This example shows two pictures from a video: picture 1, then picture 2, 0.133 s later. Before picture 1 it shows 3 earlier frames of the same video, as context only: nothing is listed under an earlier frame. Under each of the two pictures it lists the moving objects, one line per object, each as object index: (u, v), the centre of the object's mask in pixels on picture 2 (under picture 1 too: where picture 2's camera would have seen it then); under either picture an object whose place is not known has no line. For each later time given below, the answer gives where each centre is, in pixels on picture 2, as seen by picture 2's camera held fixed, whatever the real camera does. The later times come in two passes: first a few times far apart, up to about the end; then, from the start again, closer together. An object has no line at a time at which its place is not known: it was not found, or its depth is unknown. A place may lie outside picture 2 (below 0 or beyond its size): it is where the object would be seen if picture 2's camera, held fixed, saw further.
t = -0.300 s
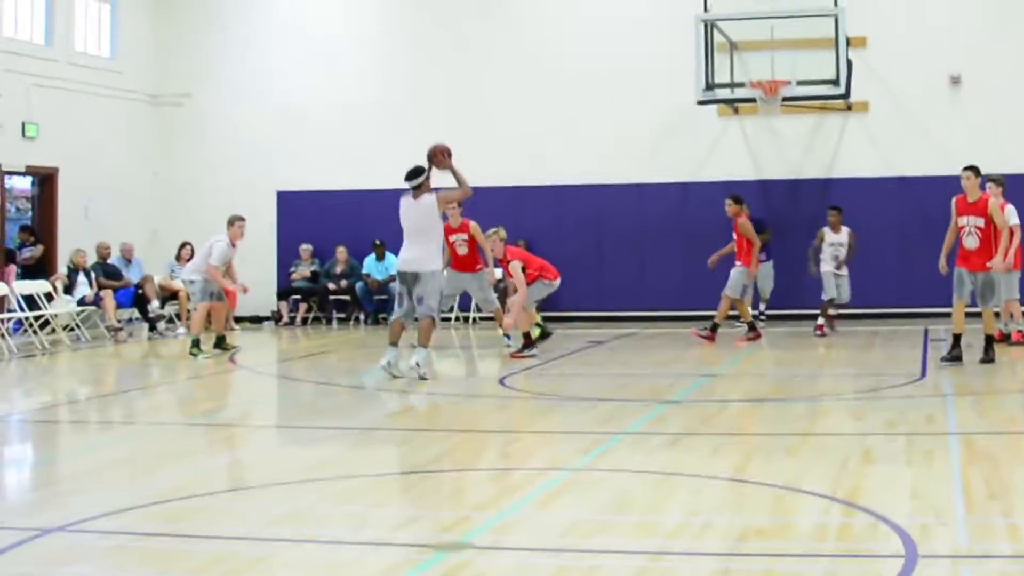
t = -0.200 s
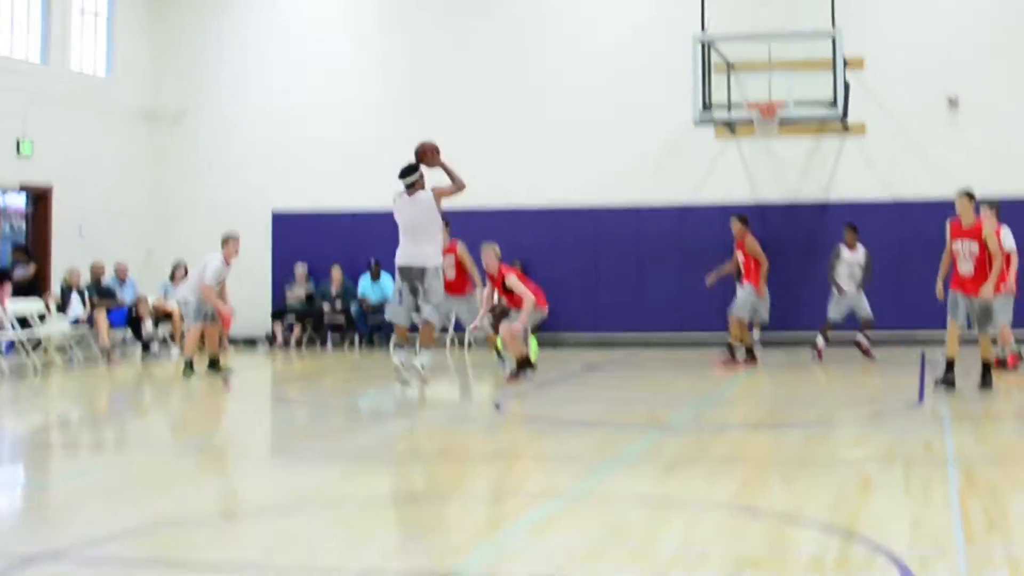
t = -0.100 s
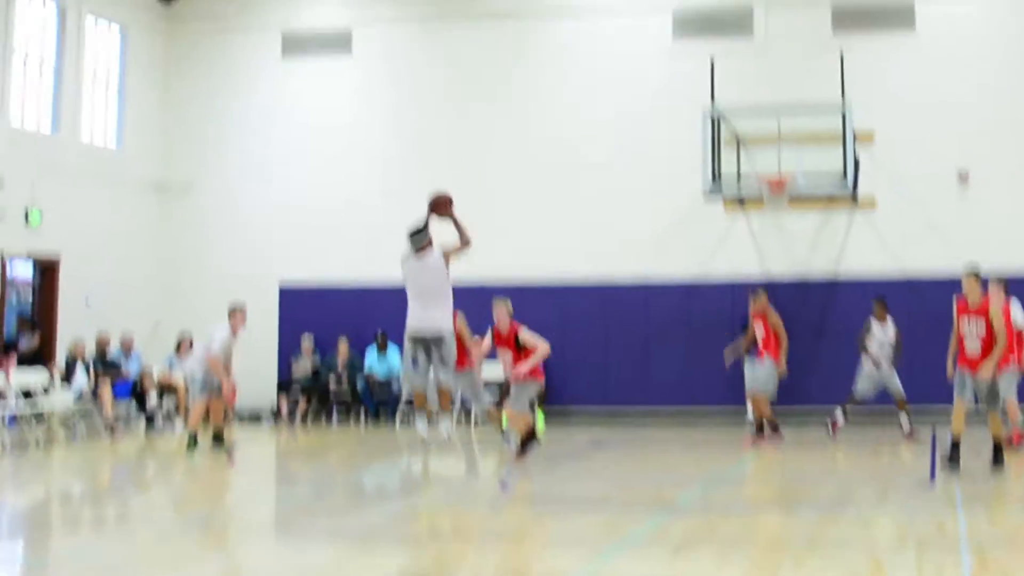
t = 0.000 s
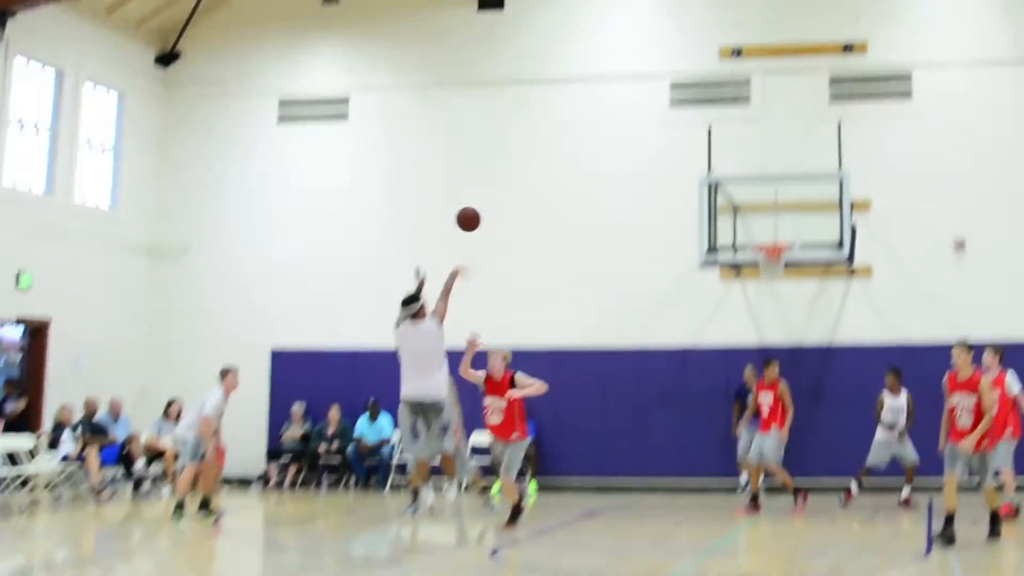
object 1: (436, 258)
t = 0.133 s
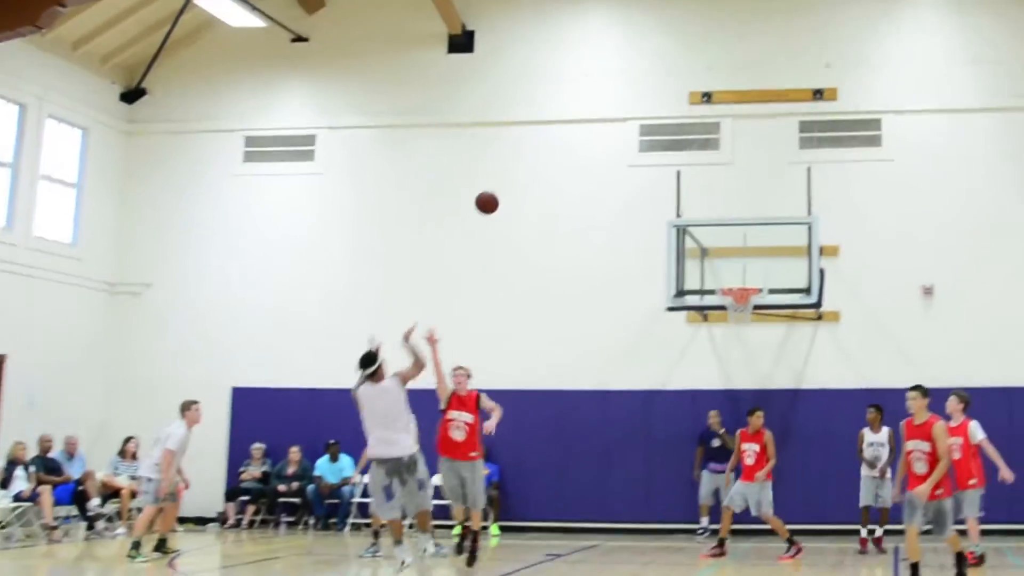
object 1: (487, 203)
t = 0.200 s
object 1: (511, 182)
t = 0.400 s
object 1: (577, 150)
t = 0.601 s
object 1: (637, 159)
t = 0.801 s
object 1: (690, 202)
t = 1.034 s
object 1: (746, 290)
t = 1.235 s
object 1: (728, 360)
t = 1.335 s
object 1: (715, 405)
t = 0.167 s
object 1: (499, 192)
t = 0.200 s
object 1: (511, 182)
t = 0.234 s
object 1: (522, 175)
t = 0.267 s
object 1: (534, 168)
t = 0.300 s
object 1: (545, 162)
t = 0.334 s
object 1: (556, 157)
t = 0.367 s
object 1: (566, 153)
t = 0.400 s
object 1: (577, 150)
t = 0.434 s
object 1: (587, 150)
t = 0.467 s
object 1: (598, 150)
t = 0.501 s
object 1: (609, 151)
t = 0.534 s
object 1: (619, 153)
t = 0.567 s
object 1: (628, 156)
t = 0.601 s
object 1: (637, 159)
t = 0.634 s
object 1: (646, 164)
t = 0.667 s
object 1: (655, 169)
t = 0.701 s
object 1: (664, 176)
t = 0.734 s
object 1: (673, 185)
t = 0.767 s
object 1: (682, 193)
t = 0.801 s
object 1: (690, 202)
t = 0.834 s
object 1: (698, 212)
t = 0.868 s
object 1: (706, 222)
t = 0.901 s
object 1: (715, 234)
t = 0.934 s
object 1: (723, 247)
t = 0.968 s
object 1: (730, 259)
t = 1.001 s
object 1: (739, 274)
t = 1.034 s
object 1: (746, 290)
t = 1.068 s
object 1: (748, 300)
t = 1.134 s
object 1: (740, 324)
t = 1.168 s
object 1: (736, 335)
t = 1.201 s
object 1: (732, 347)
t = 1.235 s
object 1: (728, 360)
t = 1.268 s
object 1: (724, 374)
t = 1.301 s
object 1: (719, 390)
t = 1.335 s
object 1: (715, 405)
